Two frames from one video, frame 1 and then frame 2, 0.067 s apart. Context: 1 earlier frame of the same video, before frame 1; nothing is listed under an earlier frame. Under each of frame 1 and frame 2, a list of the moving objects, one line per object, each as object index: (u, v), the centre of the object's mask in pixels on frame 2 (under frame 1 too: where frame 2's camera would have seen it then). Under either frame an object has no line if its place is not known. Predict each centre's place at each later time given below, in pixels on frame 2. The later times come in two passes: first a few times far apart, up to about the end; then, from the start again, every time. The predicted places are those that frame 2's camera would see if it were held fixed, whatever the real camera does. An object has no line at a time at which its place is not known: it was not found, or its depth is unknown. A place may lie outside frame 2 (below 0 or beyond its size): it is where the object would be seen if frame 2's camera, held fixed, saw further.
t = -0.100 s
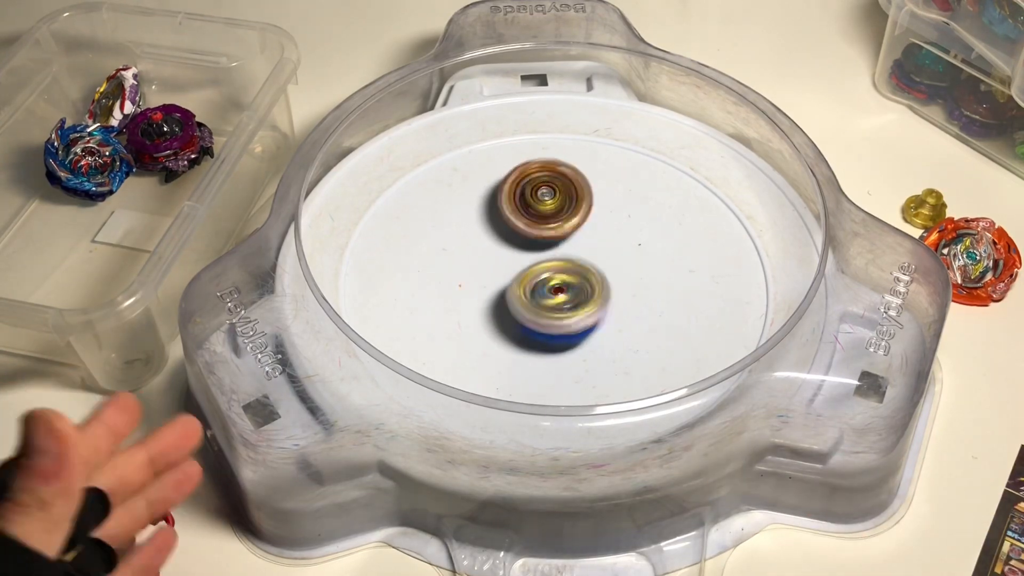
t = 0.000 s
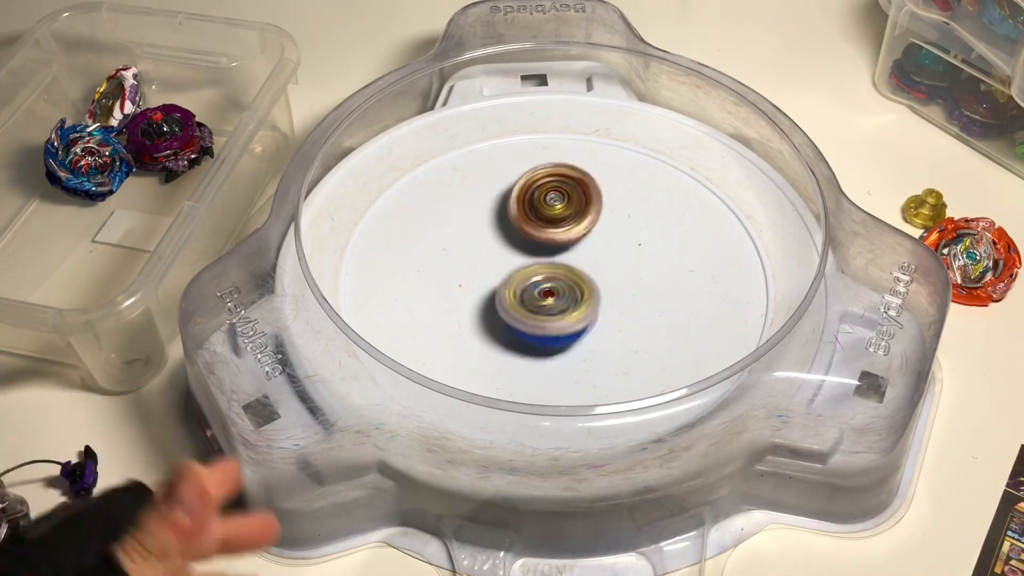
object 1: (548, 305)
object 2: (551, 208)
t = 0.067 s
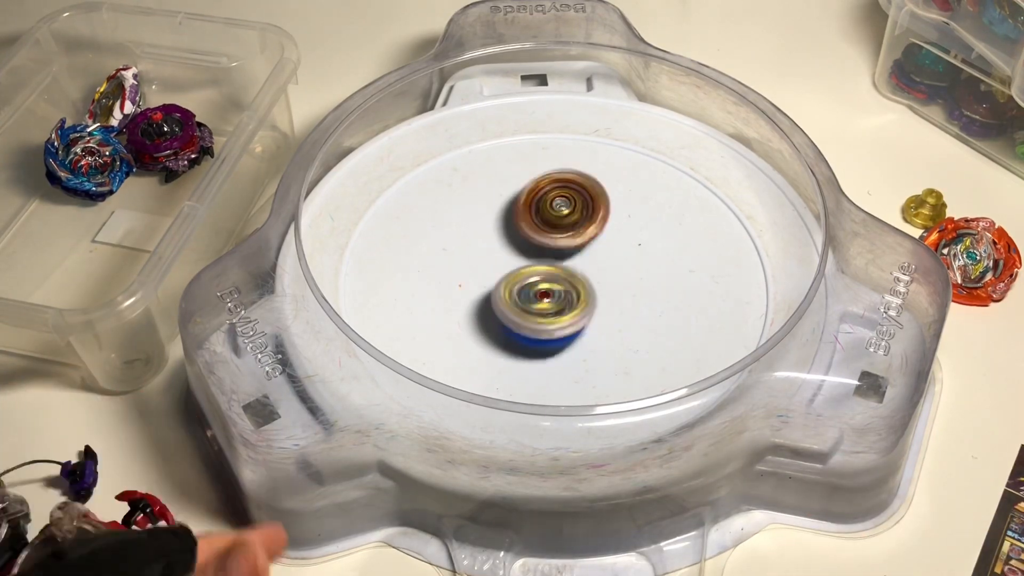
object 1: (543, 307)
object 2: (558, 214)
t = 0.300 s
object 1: (525, 308)
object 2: (589, 243)
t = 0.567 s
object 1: (512, 305)
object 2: (618, 281)
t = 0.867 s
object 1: (511, 262)
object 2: (619, 302)
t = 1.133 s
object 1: (484, 235)
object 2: (580, 305)
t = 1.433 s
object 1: (460, 196)
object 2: (566, 306)
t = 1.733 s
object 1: (504, 213)
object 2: (561, 300)
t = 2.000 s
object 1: (545, 171)
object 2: (579, 297)
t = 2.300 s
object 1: (598, 215)
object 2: (586, 294)
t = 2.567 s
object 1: (655, 229)
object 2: (583, 298)
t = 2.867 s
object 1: (645, 245)
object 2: (553, 284)
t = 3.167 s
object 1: (681, 237)
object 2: (490, 249)
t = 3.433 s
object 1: (602, 266)
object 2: (490, 240)
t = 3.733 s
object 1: (563, 336)
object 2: (515, 241)
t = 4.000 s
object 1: (572, 341)
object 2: (586, 252)
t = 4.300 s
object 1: (499, 290)
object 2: (624, 248)
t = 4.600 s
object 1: (445, 256)
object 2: (605, 258)
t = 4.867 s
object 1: (478, 226)
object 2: (567, 297)
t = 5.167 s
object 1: (501, 190)
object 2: (552, 317)
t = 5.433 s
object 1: (574, 207)
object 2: (544, 297)
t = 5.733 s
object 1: (650, 235)
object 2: (513, 255)
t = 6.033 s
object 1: (659, 279)
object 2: (517, 243)
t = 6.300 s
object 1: (592, 317)
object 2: (551, 240)
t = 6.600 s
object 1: (517, 331)
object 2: (571, 232)
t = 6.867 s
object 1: (478, 289)
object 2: (578, 257)
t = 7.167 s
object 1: (502, 236)
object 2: (586, 295)
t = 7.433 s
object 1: (560, 217)
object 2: (581, 304)
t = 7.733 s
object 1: (622, 242)
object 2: (548, 300)
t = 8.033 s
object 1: (641, 289)
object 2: (497, 283)
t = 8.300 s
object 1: (585, 315)
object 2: (506, 261)
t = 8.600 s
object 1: (516, 319)
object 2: (553, 220)
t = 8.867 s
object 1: (481, 280)
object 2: (569, 222)
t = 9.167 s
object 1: (498, 230)
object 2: (600, 274)
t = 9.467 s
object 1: (552, 211)
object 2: (608, 297)
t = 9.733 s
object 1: (608, 222)
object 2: (551, 292)
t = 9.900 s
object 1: (631, 237)
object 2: (506, 282)
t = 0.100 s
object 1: (541, 306)
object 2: (561, 218)
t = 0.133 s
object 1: (539, 307)
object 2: (564, 221)
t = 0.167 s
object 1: (538, 305)
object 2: (567, 224)
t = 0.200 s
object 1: (537, 304)
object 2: (573, 228)
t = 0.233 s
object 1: (533, 304)
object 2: (578, 232)
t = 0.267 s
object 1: (529, 305)
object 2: (585, 237)
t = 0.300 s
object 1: (525, 308)
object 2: (589, 243)
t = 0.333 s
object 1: (522, 308)
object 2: (594, 249)
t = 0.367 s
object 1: (519, 309)
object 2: (598, 255)
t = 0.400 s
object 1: (516, 309)
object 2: (602, 261)
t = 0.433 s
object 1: (513, 309)
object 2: (606, 267)
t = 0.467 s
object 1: (511, 309)
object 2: (610, 271)
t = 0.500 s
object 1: (510, 308)
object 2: (613, 275)
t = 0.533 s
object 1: (511, 307)
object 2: (616, 278)
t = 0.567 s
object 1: (512, 305)
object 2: (618, 281)
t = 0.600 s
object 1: (513, 304)
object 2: (620, 283)
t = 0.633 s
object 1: (516, 301)
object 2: (622, 286)
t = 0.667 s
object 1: (518, 298)
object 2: (623, 289)
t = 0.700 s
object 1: (519, 293)
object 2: (624, 292)
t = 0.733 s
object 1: (519, 287)
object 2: (625, 294)
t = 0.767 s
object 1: (517, 281)
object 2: (624, 297)
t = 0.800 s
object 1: (515, 275)
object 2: (622, 299)
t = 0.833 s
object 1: (514, 268)
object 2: (621, 301)
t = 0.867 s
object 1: (511, 262)
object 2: (619, 302)
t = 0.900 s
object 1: (508, 255)
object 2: (616, 303)
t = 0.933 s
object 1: (503, 248)
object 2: (612, 305)
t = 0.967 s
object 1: (499, 242)
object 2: (608, 306)
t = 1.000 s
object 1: (495, 239)
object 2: (603, 306)
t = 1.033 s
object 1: (492, 237)
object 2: (598, 306)
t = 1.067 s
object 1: (488, 235)
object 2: (592, 306)
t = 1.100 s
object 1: (486, 233)
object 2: (586, 306)
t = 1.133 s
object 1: (484, 235)
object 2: (580, 305)
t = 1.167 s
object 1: (484, 236)
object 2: (574, 303)
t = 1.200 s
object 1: (487, 238)
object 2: (566, 302)
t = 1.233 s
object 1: (490, 240)
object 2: (560, 300)
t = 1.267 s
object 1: (490, 235)
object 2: (560, 303)
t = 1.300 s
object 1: (485, 225)
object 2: (564, 309)
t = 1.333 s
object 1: (480, 216)
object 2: (571, 309)
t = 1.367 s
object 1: (474, 208)
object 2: (572, 307)
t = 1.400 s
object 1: (468, 201)
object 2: (568, 307)
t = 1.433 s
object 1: (460, 196)
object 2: (566, 306)
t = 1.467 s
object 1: (454, 194)
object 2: (563, 305)
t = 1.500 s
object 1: (453, 197)
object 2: (559, 303)
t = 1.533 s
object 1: (453, 200)
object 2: (557, 300)
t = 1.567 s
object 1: (456, 204)
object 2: (554, 297)
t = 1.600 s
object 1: (461, 211)
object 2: (553, 292)
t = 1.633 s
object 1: (472, 218)
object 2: (549, 291)
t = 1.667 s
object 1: (485, 222)
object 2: (547, 288)
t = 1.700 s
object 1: (495, 219)
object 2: (554, 295)
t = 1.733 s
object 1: (504, 213)
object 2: (561, 300)
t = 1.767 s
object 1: (513, 206)
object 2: (564, 301)
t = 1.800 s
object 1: (521, 200)
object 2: (567, 301)
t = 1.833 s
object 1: (528, 192)
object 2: (569, 301)
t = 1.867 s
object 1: (534, 185)
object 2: (571, 301)
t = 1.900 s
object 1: (538, 180)
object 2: (573, 300)
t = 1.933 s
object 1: (541, 175)
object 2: (576, 299)
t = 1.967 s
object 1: (544, 172)
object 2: (578, 298)
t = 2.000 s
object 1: (545, 171)
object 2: (579, 297)
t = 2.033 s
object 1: (547, 173)
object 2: (581, 296)
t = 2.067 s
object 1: (548, 175)
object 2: (583, 294)
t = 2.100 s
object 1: (550, 180)
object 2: (584, 293)
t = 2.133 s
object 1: (554, 187)
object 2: (585, 292)
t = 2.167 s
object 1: (560, 195)
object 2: (586, 290)
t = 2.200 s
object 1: (568, 202)
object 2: (587, 290)
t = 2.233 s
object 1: (578, 208)
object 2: (588, 289)
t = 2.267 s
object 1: (587, 211)
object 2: (588, 291)
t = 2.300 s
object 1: (598, 215)
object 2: (586, 294)
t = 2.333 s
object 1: (609, 218)
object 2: (586, 296)
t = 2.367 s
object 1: (621, 220)
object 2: (586, 297)
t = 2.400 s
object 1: (630, 222)
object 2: (586, 298)
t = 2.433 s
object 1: (638, 224)
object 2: (585, 298)
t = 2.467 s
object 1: (645, 225)
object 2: (585, 298)
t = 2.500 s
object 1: (651, 227)
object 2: (583, 298)
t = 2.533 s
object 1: (655, 227)
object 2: (583, 298)
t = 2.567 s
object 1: (655, 229)
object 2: (583, 298)
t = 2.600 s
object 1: (653, 231)
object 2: (581, 297)
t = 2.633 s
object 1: (651, 234)
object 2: (580, 297)
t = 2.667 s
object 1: (648, 238)
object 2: (577, 296)
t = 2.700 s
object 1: (648, 240)
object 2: (572, 295)
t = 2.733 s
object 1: (648, 242)
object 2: (567, 294)
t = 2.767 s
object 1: (650, 242)
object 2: (562, 292)
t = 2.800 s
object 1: (649, 242)
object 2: (560, 290)
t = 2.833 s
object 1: (647, 244)
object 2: (556, 287)
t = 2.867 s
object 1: (645, 245)
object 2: (553, 284)
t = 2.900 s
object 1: (642, 248)
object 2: (549, 281)
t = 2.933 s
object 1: (639, 251)
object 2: (542, 278)
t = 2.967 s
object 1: (649, 251)
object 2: (526, 273)
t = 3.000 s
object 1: (657, 249)
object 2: (514, 267)
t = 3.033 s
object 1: (666, 247)
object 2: (506, 263)
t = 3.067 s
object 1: (675, 245)
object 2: (500, 258)
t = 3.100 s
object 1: (681, 240)
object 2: (495, 254)
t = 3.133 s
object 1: (682, 239)
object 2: (493, 252)
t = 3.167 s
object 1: (681, 237)
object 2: (490, 249)
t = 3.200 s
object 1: (675, 236)
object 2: (489, 247)
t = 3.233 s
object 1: (669, 236)
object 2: (487, 245)
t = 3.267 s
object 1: (658, 238)
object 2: (486, 244)
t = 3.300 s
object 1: (647, 242)
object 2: (487, 242)
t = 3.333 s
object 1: (635, 246)
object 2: (488, 241)
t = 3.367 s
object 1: (623, 254)
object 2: (489, 240)
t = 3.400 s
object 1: (613, 259)
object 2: (487, 240)
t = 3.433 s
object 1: (602, 266)
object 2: (490, 240)
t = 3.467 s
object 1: (594, 271)
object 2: (494, 240)
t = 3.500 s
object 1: (589, 279)
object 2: (492, 236)
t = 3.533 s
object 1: (584, 290)
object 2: (492, 234)
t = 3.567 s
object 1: (581, 296)
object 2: (495, 235)
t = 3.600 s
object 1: (577, 306)
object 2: (497, 236)
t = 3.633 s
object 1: (573, 313)
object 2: (501, 236)
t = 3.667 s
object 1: (568, 321)
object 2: (505, 237)
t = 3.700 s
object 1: (566, 329)
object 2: (509, 239)
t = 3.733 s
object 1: (563, 336)
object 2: (515, 241)
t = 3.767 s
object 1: (563, 343)
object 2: (522, 243)
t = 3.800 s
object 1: (562, 349)
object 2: (530, 244)
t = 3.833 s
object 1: (564, 354)
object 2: (538, 247)
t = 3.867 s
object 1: (567, 355)
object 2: (548, 250)
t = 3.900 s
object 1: (570, 355)
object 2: (559, 251)
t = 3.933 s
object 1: (571, 351)
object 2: (568, 252)
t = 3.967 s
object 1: (572, 347)
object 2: (577, 253)
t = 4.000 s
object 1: (572, 341)
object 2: (586, 252)
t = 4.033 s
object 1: (571, 334)
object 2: (599, 248)
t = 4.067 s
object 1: (567, 324)
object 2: (605, 249)
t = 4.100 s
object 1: (559, 317)
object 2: (612, 248)
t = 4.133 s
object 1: (548, 313)
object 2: (616, 248)
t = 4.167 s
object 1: (538, 308)
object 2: (621, 248)
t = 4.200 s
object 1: (527, 304)
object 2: (624, 248)
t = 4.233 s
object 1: (517, 300)
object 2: (626, 248)
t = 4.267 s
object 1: (508, 295)
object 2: (625, 248)
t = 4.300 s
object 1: (499, 290)
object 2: (624, 248)
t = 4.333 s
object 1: (489, 284)
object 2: (622, 247)
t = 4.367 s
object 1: (481, 280)
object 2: (621, 246)
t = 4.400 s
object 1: (471, 275)
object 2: (622, 247)
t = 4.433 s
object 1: (464, 269)
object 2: (621, 249)
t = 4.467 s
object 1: (454, 266)
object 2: (619, 250)
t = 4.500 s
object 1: (449, 261)
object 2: (617, 252)
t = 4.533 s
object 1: (446, 259)
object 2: (614, 255)
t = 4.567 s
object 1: (443, 257)
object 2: (610, 256)
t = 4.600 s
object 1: (445, 256)
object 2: (605, 258)
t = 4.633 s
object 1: (446, 255)
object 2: (599, 261)
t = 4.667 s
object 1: (452, 255)
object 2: (592, 264)
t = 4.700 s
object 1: (458, 253)
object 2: (585, 268)
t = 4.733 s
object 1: (468, 252)
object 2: (577, 272)
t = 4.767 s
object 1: (478, 248)
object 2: (569, 277)
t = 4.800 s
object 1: (479, 239)
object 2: (571, 286)
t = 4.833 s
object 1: (480, 232)
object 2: (568, 293)
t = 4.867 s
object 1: (478, 226)
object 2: (567, 297)
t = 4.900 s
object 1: (478, 220)
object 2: (562, 303)
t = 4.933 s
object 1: (479, 213)
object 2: (557, 309)
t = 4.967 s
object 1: (479, 206)
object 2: (555, 313)
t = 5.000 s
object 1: (481, 200)
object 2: (553, 316)
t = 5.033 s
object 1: (483, 196)
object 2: (552, 319)
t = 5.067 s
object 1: (485, 192)
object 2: (551, 320)
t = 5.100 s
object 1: (489, 191)
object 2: (549, 321)
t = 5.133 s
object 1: (494, 190)
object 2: (553, 317)
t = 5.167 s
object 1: (501, 190)
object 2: (552, 317)
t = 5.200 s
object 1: (510, 192)
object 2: (549, 318)
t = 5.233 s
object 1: (518, 194)
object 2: (549, 317)
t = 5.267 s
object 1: (527, 196)
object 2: (548, 316)
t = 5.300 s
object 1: (537, 198)
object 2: (547, 314)
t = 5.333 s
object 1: (546, 200)
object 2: (548, 310)
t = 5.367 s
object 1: (556, 202)
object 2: (547, 308)
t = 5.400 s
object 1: (565, 205)
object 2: (547, 303)
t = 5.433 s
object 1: (574, 207)
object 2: (544, 297)
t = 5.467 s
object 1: (583, 210)
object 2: (543, 291)
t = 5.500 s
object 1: (591, 214)
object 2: (540, 285)
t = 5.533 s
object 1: (600, 218)
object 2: (536, 278)
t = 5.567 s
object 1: (612, 219)
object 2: (530, 275)
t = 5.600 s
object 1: (618, 223)
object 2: (525, 270)
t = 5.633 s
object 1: (627, 225)
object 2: (522, 265)
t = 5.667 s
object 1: (636, 228)
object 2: (518, 261)
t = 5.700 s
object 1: (643, 231)
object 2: (515, 258)
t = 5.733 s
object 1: (650, 235)
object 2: (513, 255)
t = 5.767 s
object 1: (657, 240)
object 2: (511, 252)
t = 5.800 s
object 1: (662, 244)
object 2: (510, 250)
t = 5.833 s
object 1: (666, 248)
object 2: (511, 247)
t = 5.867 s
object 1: (670, 253)
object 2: (511, 248)
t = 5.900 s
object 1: (671, 259)
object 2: (511, 245)
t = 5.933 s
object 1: (670, 264)
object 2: (512, 244)
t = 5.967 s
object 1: (668, 269)
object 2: (514, 244)
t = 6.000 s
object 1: (666, 274)
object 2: (514, 244)
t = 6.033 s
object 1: (659, 279)
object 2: (517, 243)
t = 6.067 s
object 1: (653, 285)
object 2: (515, 245)
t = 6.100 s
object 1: (647, 289)
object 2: (520, 245)
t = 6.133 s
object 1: (636, 296)
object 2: (524, 245)
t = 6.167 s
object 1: (629, 300)
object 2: (529, 246)
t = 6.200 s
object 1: (620, 304)
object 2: (535, 245)
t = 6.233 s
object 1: (610, 307)
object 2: (541, 247)
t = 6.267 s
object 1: (600, 311)
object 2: (547, 244)
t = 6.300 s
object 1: (592, 317)
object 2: (551, 240)
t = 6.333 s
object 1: (584, 323)
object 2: (554, 236)
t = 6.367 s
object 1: (579, 327)
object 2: (558, 235)
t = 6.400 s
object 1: (571, 330)
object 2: (562, 233)
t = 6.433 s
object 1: (562, 333)
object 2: (564, 233)
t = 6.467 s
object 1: (554, 334)
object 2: (567, 231)
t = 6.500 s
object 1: (545, 335)
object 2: (568, 231)
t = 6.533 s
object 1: (534, 335)
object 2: (569, 232)
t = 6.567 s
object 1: (526, 334)
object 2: (570, 233)
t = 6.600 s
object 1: (517, 331)
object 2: (571, 232)
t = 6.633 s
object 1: (509, 329)
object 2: (572, 234)
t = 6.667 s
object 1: (500, 324)
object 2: (573, 235)
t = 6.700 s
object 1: (494, 320)
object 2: (574, 238)
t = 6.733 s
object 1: (488, 314)
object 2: (575, 240)
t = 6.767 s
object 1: (484, 309)
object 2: (575, 244)
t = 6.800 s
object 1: (480, 303)
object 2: (576, 248)
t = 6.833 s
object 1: (477, 295)
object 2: (576, 253)
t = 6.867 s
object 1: (478, 289)
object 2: (578, 257)
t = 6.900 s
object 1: (478, 282)
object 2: (579, 263)
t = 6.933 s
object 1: (478, 276)
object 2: (579, 267)
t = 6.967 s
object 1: (479, 270)
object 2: (581, 273)
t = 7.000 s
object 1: (481, 263)
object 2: (582, 277)
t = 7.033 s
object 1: (484, 257)
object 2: (583, 282)
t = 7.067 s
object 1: (489, 251)
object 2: (584, 287)
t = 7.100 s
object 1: (490, 247)
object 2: (586, 290)
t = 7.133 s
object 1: (495, 241)
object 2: (585, 293)
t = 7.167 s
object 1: (502, 236)
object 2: (586, 295)
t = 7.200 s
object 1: (508, 234)
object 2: (585, 296)
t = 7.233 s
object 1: (514, 231)
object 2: (584, 297)
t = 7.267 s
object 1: (521, 228)
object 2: (584, 297)
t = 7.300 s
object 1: (529, 226)
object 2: (585, 297)
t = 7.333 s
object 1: (537, 224)
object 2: (584, 297)
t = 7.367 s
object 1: (544, 221)
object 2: (586, 299)
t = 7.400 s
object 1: (553, 218)
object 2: (585, 302)
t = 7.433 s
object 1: (560, 217)
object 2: (581, 304)
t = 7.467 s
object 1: (568, 217)
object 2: (578, 305)
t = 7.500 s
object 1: (577, 217)
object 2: (575, 306)
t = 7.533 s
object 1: (584, 218)
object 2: (574, 305)
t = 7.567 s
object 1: (591, 221)
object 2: (572, 304)
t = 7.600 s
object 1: (597, 223)
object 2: (569, 305)
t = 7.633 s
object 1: (605, 227)
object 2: (564, 303)
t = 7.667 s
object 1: (611, 231)
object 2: (560, 303)
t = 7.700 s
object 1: (616, 236)
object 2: (555, 302)
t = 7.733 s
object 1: (622, 242)
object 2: (548, 300)
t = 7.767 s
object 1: (629, 246)
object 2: (541, 299)
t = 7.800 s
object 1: (633, 252)
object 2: (532, 296)
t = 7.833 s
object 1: (638, 255)
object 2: (525, 295)
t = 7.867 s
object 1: (641, 261)
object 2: (518, 292)
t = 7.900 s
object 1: (644, 267)
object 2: (510, 290)
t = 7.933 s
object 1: (643, 274)
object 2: (506, 289)
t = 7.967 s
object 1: (644, 278)
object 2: (502, 287)
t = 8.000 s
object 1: (643, 284)
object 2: (499, 285)
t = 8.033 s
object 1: (641, 289)
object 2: (497, 283)
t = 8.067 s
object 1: (637, 294)
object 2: (496, 280)
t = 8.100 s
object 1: (631, 301)
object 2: (496, 279)
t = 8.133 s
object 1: (624, 305)
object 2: (496, 277)
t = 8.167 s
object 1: (616, 308)
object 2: (496, 275)
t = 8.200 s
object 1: (609, 311)
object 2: (498, 273)
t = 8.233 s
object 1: (601, 313)
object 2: (499, 270)
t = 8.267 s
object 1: (592, 314)
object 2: (503, 268)
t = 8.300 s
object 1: (585, 315)
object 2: (506, 261)
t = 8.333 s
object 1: (575, 320)
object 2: (509, 254)
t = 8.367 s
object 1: (569, 321)
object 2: (516, 250)
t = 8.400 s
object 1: (563, 322)
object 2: (522, 244)
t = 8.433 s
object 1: (554, 324)
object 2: (529, 238)
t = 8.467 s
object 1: (547, 324)
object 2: (536, 233)
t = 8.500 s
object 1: (539, 324)
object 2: (541, 228)
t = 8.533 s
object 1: (530, 323)
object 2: (547, 224)
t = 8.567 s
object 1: (522, 321)
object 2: (546, 224)
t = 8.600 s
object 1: (516, 319)
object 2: (553, 220)
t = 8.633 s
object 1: (507, 315)
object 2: (554, 218)
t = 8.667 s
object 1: (501, 312)
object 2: (561, 217)
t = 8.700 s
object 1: (495, 306)
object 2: (562, 215)
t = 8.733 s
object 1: (491, 302)
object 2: (564, 214)
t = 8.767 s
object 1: (487, 296)
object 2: (563, 217)
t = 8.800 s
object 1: (485, 291)
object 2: (564, 219)
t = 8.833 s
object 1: (482, 285)
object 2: (567, 220)
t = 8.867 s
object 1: (481, 280)
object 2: (569, 222)
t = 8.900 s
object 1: (481, 274)
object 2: (571, 226)
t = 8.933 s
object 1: (481, 269)
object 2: (576, 229)
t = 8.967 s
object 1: (483, 263)
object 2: (578, 235)
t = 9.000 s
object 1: (485, 257)
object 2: (581, 241)
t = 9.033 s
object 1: (487, 251)
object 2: (584, 246)
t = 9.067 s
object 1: (488, 244)
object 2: (589, 254)
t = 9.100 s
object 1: (491, 240)
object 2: (591, 261)
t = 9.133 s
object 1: (493, 235)
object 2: (596, 267)
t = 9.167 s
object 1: (498, 230)
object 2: (600, 274)
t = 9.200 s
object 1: (503, 226)
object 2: (605, 280)
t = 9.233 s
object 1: (507, 223)
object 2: (606, 284)
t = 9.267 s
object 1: (513, 219)
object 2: (610, 289)
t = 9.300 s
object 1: (518, 217)
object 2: (610, 293)
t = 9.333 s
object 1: (525, 214)
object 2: (613, 291)
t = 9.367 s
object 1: (531, 213)
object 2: (613, 293)
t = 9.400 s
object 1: (538, 212)
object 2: (612, 296)
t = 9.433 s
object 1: (544, 211)
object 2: (612, 297)
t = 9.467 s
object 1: (552, 211)
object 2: (608, 297)
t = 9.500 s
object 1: (559, 211)
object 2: (606, 297)
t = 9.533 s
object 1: (566, 212)
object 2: (601, 297)
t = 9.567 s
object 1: (573, 213)
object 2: (595, 296)
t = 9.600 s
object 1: (581, 215)
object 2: (588, 295)
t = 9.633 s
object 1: (587, 217)
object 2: (580, 296)
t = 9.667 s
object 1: (597, 219)
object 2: (571, 295)
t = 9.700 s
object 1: (603, 220)
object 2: (560, 294)
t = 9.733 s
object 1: (608, 222)
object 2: (551, 292)
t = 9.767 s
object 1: (615, 224)
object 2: (540, 290)
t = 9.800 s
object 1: (620, 225)
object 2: (531, 289)
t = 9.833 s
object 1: (625, 229)
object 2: (521, 286)
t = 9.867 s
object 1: (628, 233)
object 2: (513, 285)
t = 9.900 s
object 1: (631, 237)
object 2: (506, 282)
